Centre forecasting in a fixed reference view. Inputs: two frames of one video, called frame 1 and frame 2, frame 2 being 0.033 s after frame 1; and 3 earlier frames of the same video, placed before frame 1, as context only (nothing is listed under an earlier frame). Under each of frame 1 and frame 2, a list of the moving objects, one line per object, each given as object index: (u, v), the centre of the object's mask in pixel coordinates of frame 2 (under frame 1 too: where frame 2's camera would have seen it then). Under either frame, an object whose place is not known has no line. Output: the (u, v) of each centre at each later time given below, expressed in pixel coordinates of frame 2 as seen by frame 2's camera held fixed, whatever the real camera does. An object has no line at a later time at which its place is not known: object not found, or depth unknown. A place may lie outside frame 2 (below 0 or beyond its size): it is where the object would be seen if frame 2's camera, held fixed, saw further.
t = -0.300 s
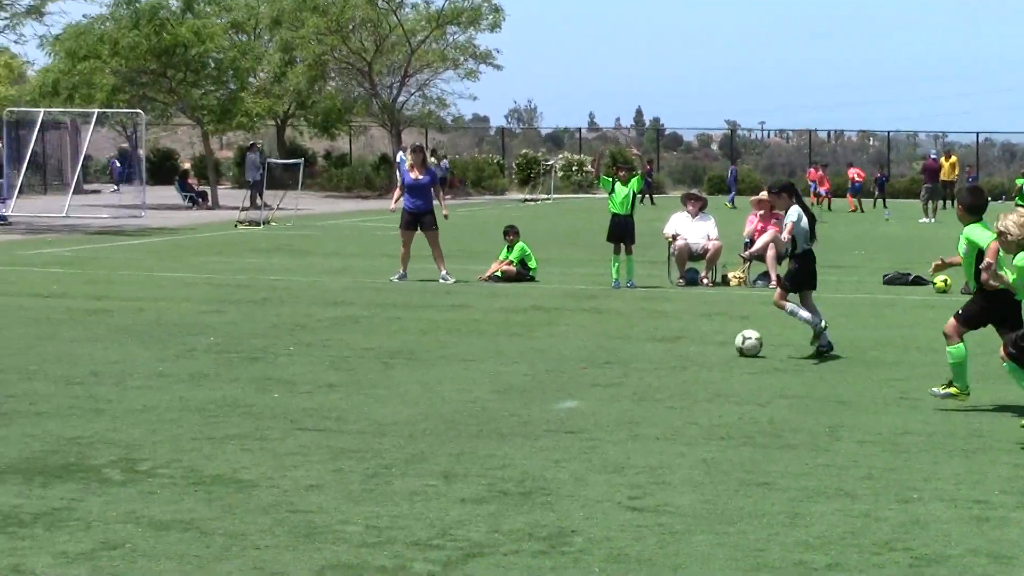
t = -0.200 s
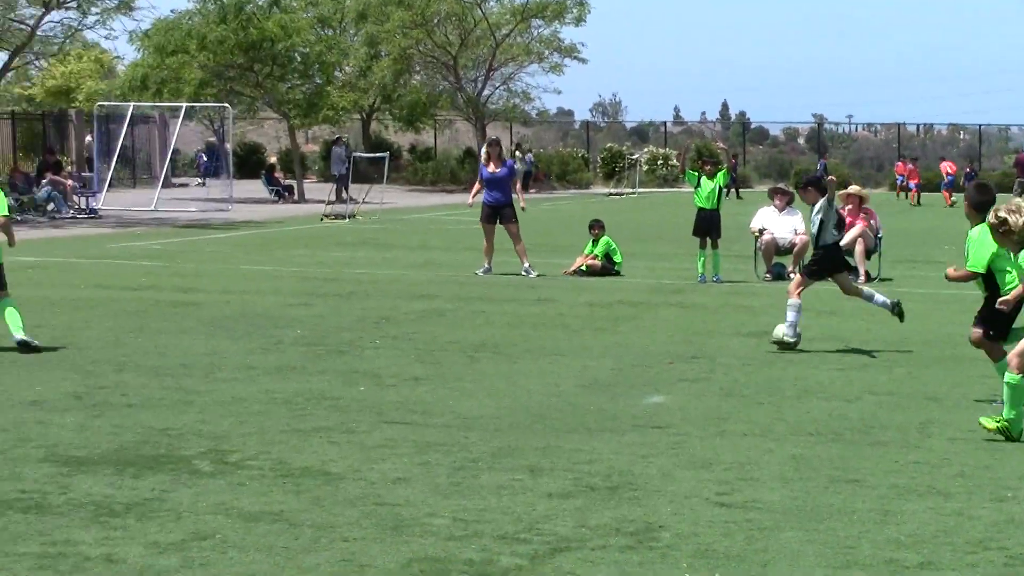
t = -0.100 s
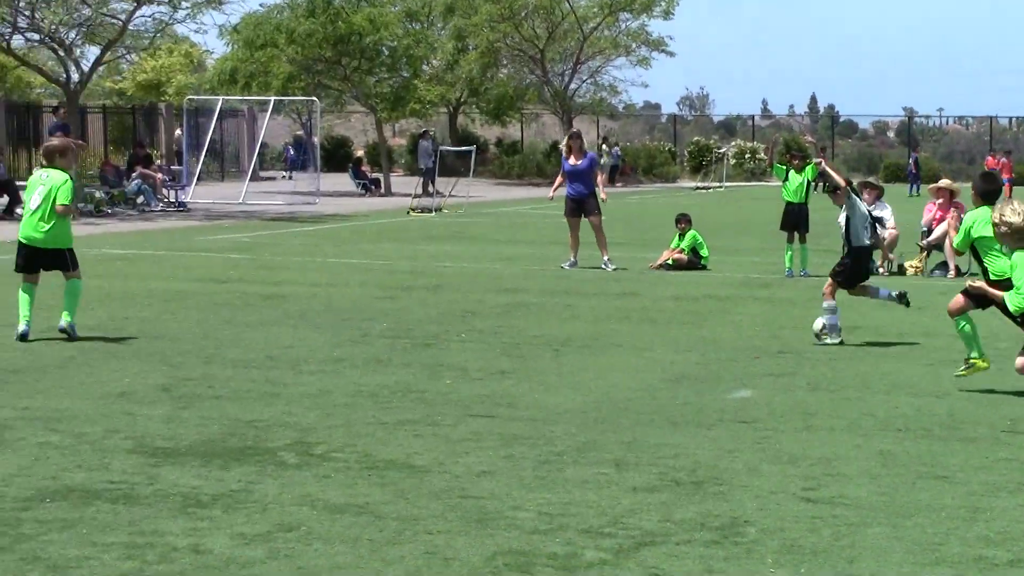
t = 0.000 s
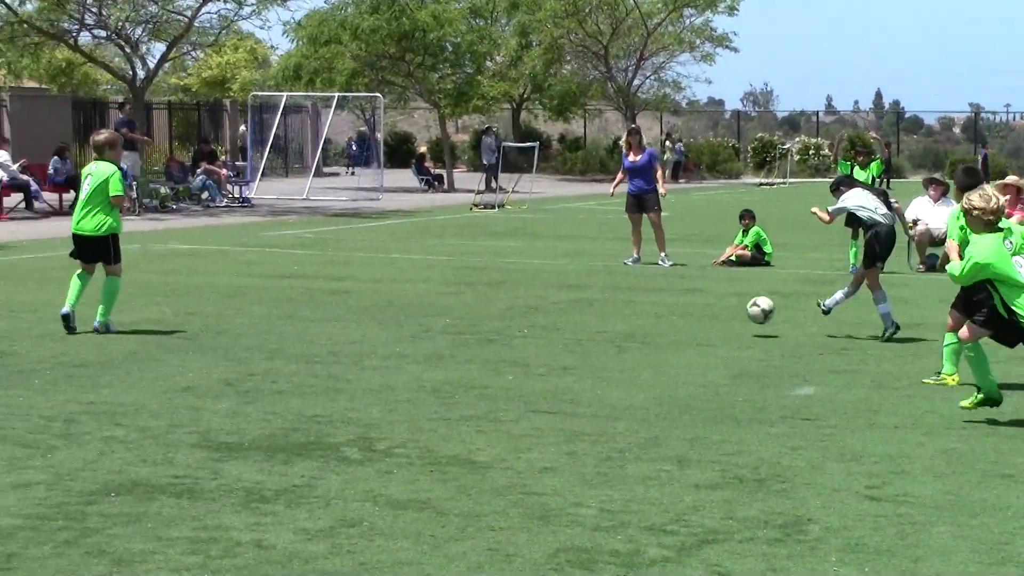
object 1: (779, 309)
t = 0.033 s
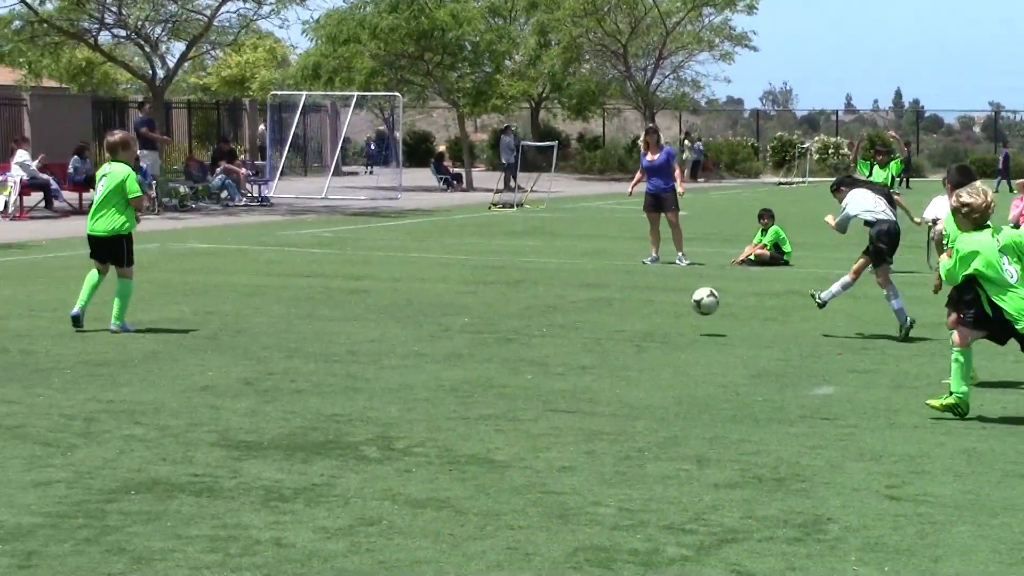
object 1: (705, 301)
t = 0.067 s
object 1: (632, 294)
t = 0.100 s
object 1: (558, 288)
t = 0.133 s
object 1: (484, 284)
